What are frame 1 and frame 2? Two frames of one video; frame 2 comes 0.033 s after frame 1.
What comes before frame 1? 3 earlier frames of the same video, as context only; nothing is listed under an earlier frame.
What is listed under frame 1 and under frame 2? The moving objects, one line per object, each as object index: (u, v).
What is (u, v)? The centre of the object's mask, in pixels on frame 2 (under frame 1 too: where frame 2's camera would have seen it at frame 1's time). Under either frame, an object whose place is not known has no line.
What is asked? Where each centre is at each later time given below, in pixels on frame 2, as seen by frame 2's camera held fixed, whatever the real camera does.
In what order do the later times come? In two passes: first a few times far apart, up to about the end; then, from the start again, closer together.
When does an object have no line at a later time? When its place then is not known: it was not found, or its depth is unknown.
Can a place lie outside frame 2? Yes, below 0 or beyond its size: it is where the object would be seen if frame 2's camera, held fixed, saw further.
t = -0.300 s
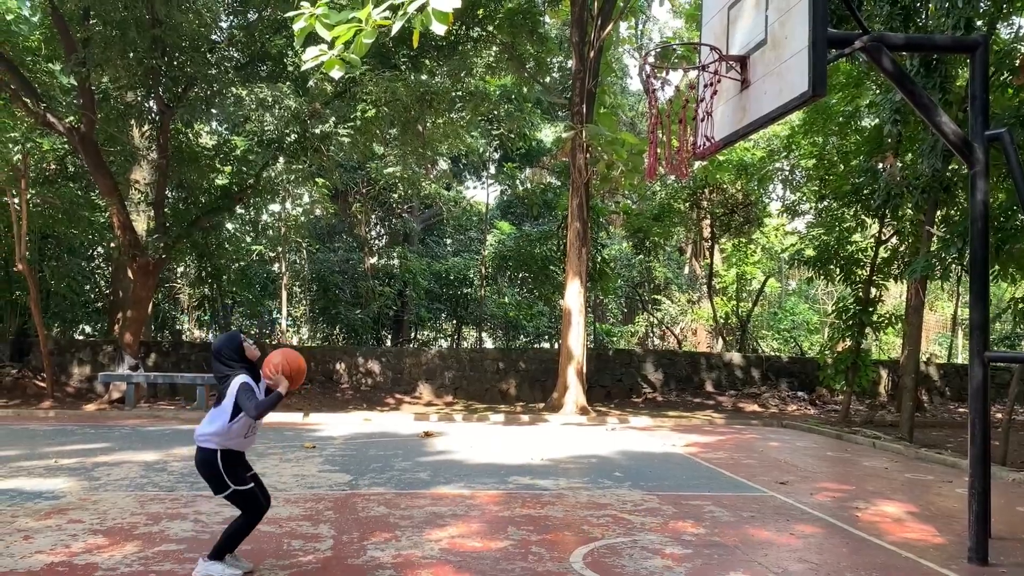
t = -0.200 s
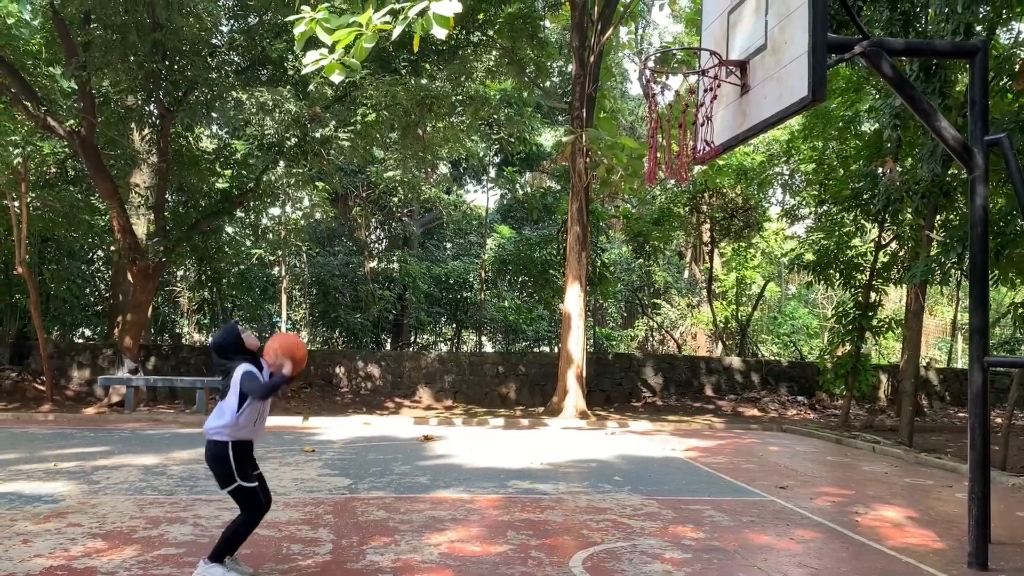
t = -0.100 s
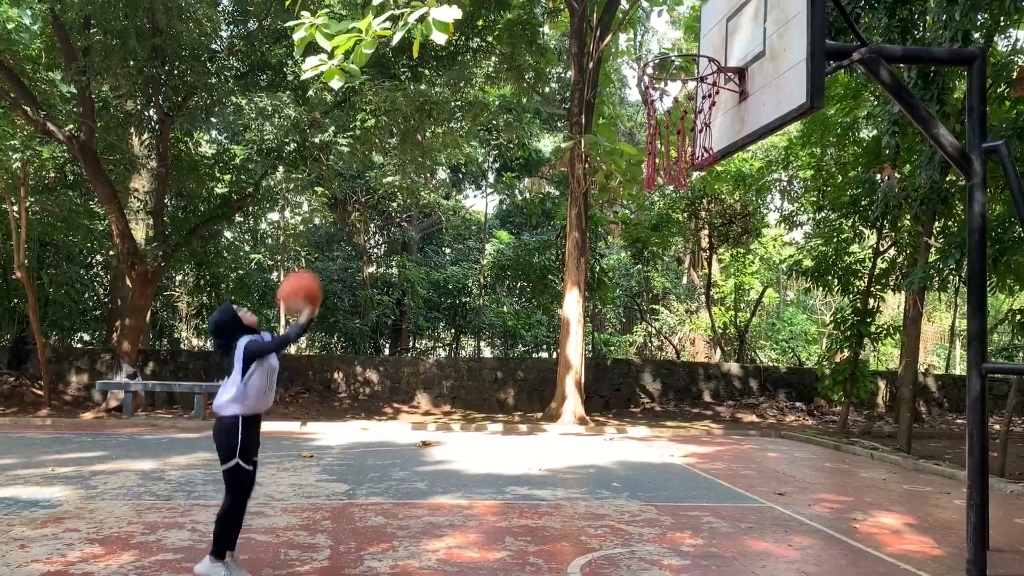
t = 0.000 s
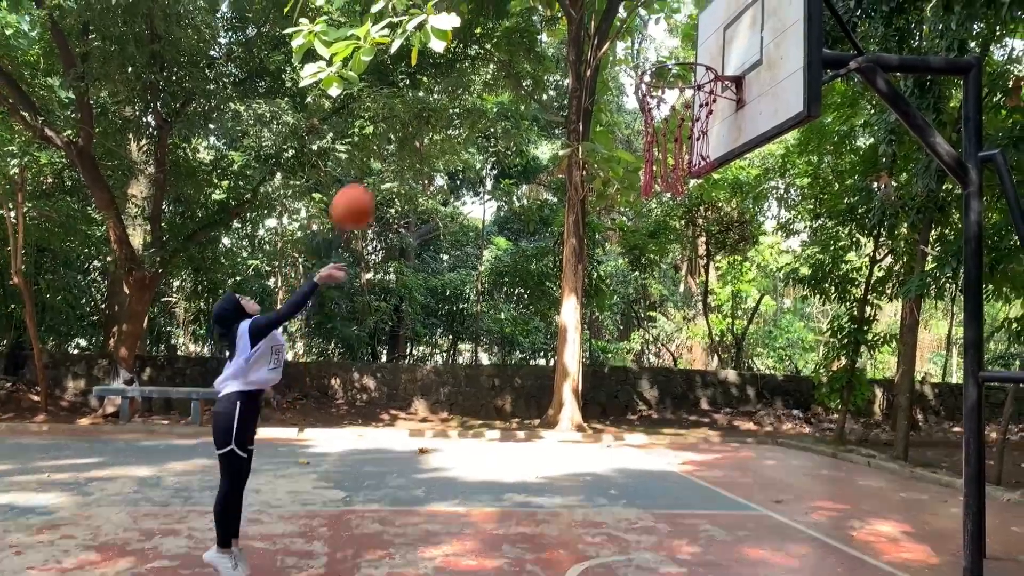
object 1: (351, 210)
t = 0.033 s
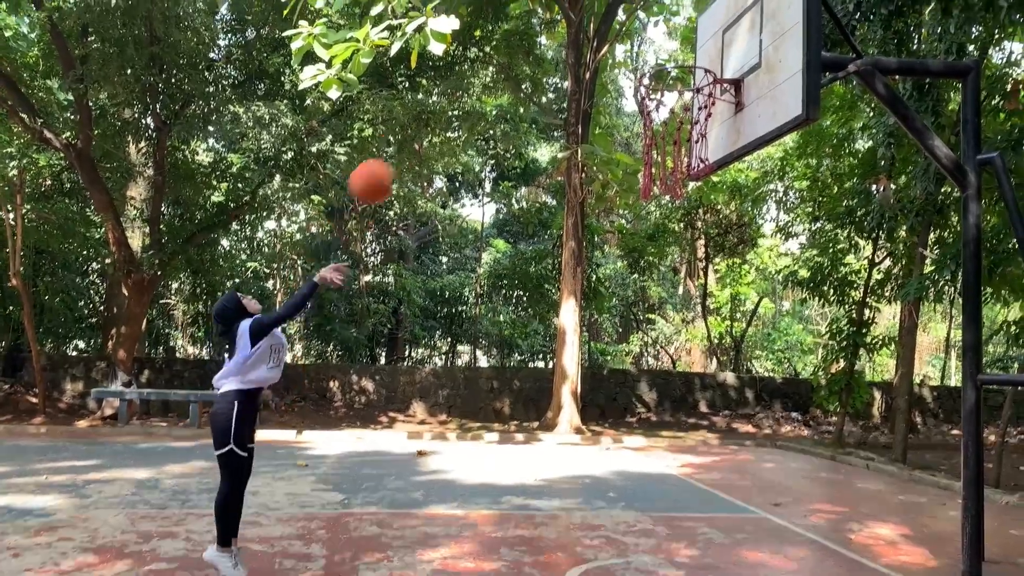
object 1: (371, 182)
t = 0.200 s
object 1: (465, 75)
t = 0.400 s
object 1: (574, 11)
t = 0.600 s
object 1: (677, 13)
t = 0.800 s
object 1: (706, 37)
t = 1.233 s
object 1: (583, 64)
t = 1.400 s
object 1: (526, 164)
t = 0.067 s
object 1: (391, 156)
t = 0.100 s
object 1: (409, 134)
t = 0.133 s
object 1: (428, 113)
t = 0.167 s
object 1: (447, 93)
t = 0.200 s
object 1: (465, 75)
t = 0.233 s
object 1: (485, 59)
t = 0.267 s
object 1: (502, 48)
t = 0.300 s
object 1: (521, 35)
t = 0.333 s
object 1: (538, 26)
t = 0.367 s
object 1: (558, 17)
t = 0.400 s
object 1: (574, 11)
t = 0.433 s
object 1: (590, 9)
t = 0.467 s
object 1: (607, 5)
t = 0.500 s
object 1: (625, 4)
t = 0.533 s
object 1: (642, 5)
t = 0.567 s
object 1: (660, 8)
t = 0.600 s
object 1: (677, 13)
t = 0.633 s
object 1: (693, 20)
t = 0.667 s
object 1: (709, 28)
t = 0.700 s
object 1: (725, 38)
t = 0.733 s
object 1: (727, 47)
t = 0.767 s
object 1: (714, 47)
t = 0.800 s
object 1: (706, 37)
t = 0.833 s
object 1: (697, 29)
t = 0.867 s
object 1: (689, 21)
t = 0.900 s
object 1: (681, 15)
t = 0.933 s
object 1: (671, 12)
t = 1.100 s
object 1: (624, 22)
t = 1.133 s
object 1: (613, 29)
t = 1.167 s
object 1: (605, 39)
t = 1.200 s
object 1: (593, 51)
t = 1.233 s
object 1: (583, 64)
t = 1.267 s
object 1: (572, 79)
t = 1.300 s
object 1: (559, 98)
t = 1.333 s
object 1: (549, 117)
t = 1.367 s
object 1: (538, 138)
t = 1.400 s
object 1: (526, 164)
